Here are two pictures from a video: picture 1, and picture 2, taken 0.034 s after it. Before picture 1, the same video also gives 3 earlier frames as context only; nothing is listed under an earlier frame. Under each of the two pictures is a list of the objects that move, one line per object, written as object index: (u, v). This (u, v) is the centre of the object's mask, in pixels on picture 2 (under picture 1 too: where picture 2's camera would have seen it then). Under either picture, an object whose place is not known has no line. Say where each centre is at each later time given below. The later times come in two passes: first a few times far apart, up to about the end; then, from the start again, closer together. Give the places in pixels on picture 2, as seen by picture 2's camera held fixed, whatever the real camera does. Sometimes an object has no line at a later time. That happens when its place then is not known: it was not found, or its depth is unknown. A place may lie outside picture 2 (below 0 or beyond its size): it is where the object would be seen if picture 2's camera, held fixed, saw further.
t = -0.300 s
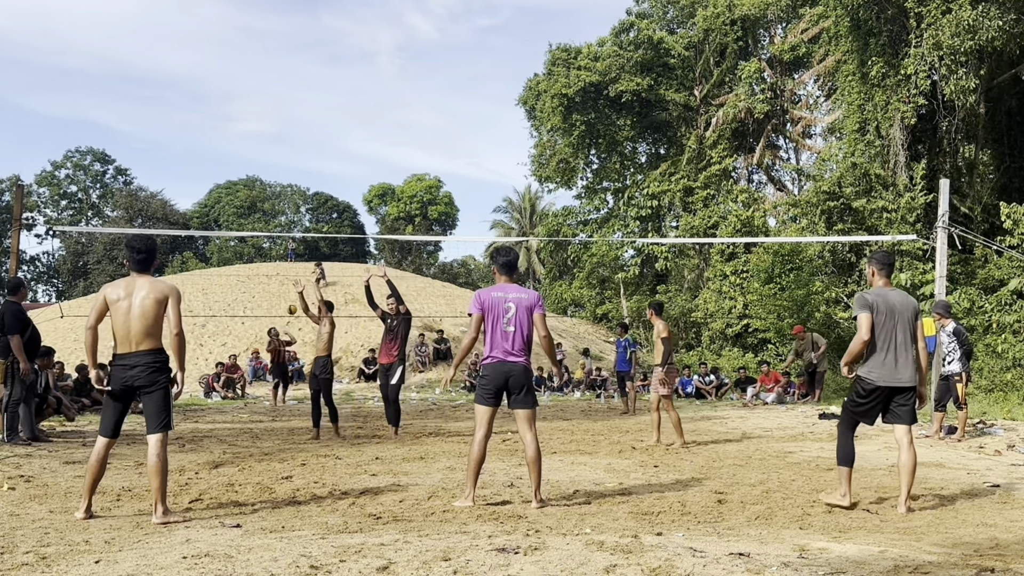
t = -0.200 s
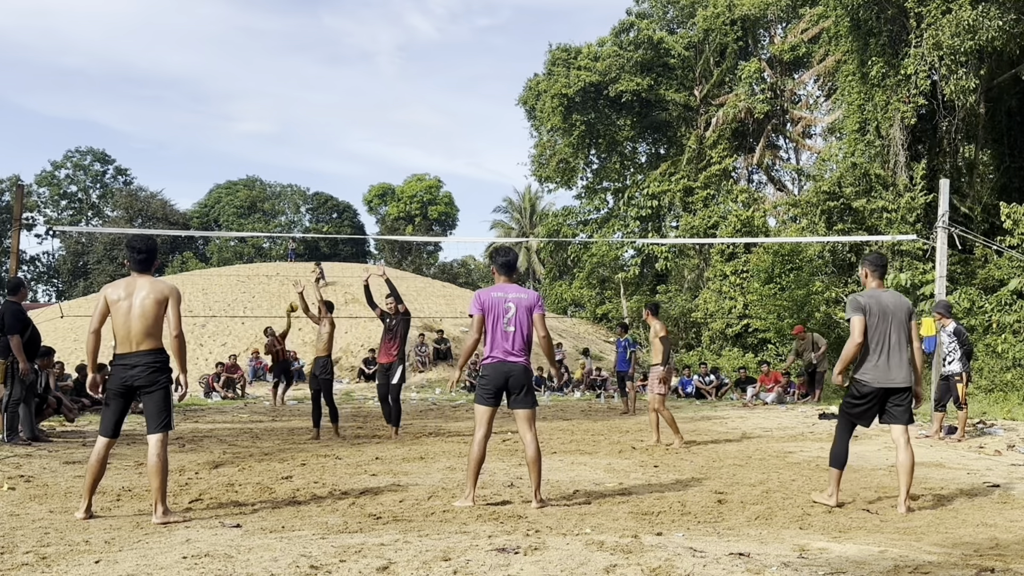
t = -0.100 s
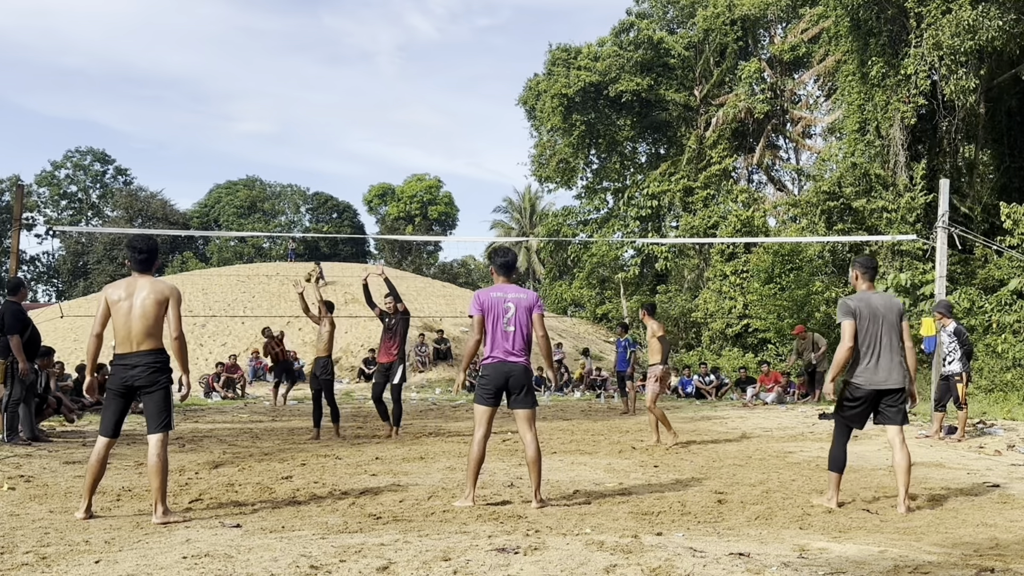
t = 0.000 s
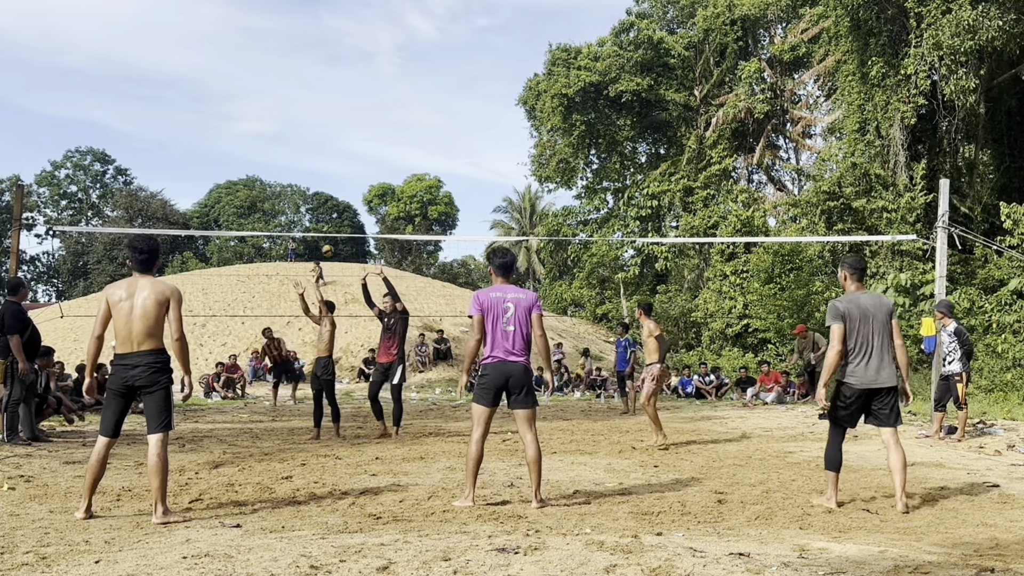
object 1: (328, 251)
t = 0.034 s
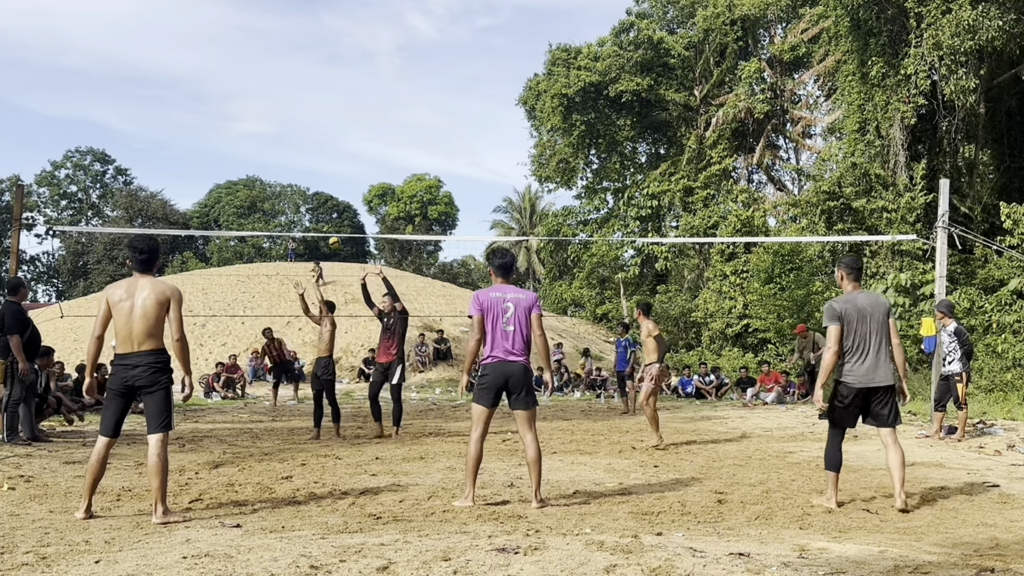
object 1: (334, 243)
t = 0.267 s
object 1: (386, 194)
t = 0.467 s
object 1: (436, 166)
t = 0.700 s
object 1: (504, 160)
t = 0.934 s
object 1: (589, 196)
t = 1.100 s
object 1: (663, 259)
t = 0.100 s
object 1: (348, 227)
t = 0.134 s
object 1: (356, 220)
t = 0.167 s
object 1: (363, 213)
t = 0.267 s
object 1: (386, 194)
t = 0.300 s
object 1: (394, 188)
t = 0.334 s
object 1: (401, 183)
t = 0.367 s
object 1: (410, 178)
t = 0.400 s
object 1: (418, 173)
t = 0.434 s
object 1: (426, 169)
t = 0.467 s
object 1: (436, 166)
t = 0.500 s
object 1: (444, 163)
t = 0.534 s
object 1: (454, 161)
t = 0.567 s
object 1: (463, 159)
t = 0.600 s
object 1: (473, 158)
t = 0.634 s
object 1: (483, 158)
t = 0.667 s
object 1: (493, 158)
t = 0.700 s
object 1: (504, 160)
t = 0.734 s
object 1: (515, 162)
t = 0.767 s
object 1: (527, 165)
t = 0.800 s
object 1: (538, 169)
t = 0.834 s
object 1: (551, 174)
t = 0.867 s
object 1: (563, 180)
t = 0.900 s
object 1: (576, 187)
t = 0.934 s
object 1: (589, 196)
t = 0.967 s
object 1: (604, 207)
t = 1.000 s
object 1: (618, 218)
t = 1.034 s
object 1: (633, 230)
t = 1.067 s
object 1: (648, 244)
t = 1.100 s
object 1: (663, 259)
